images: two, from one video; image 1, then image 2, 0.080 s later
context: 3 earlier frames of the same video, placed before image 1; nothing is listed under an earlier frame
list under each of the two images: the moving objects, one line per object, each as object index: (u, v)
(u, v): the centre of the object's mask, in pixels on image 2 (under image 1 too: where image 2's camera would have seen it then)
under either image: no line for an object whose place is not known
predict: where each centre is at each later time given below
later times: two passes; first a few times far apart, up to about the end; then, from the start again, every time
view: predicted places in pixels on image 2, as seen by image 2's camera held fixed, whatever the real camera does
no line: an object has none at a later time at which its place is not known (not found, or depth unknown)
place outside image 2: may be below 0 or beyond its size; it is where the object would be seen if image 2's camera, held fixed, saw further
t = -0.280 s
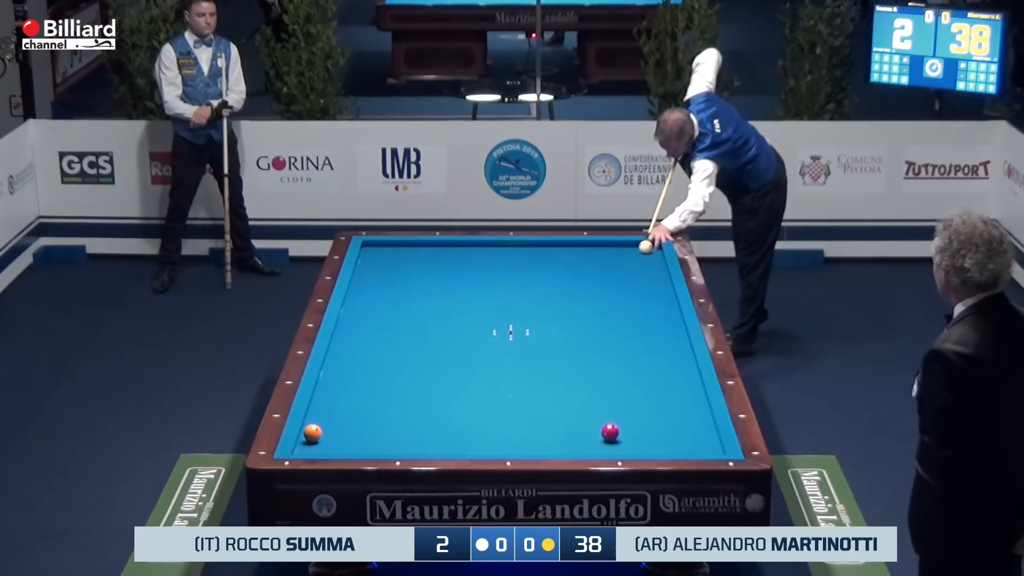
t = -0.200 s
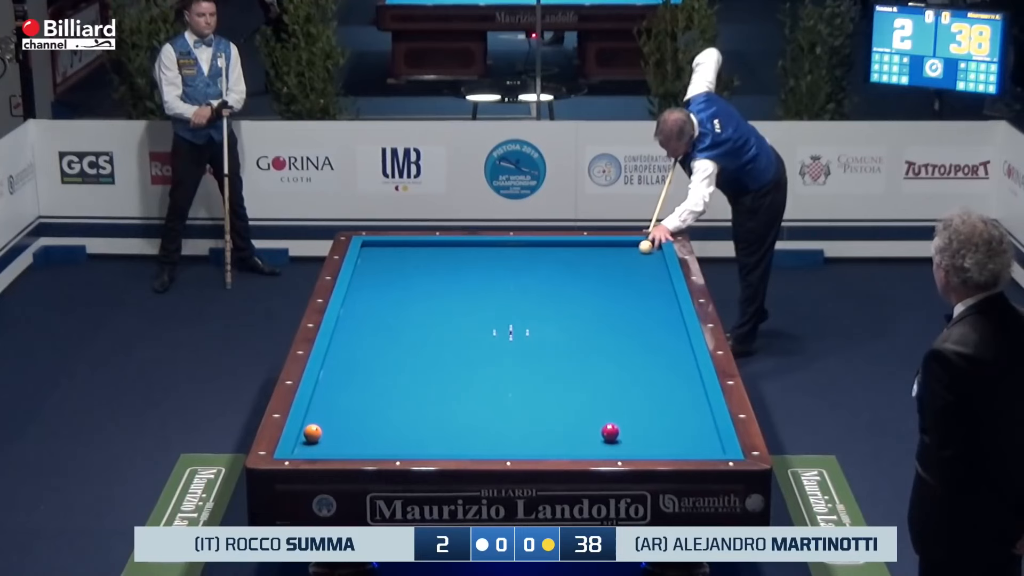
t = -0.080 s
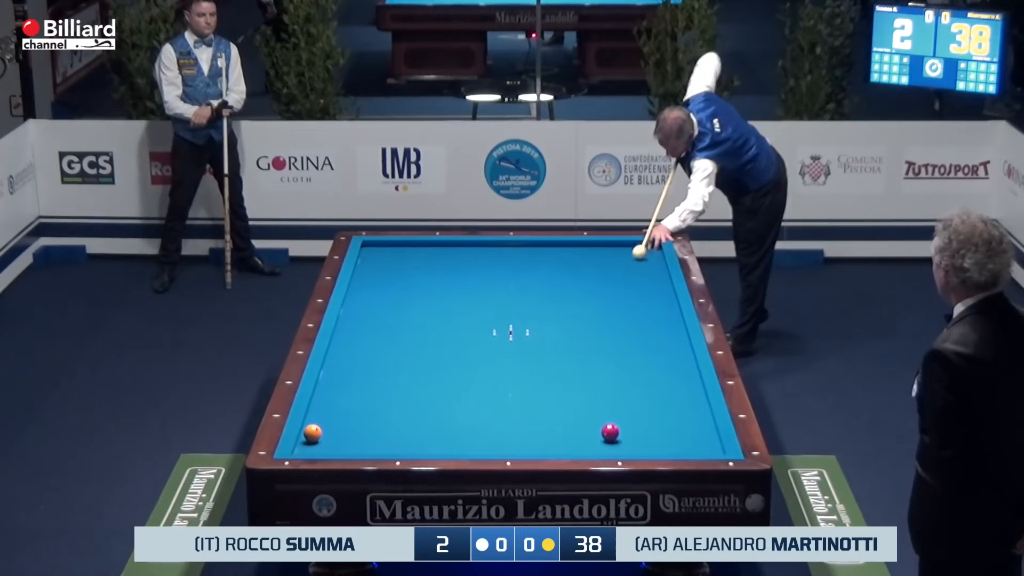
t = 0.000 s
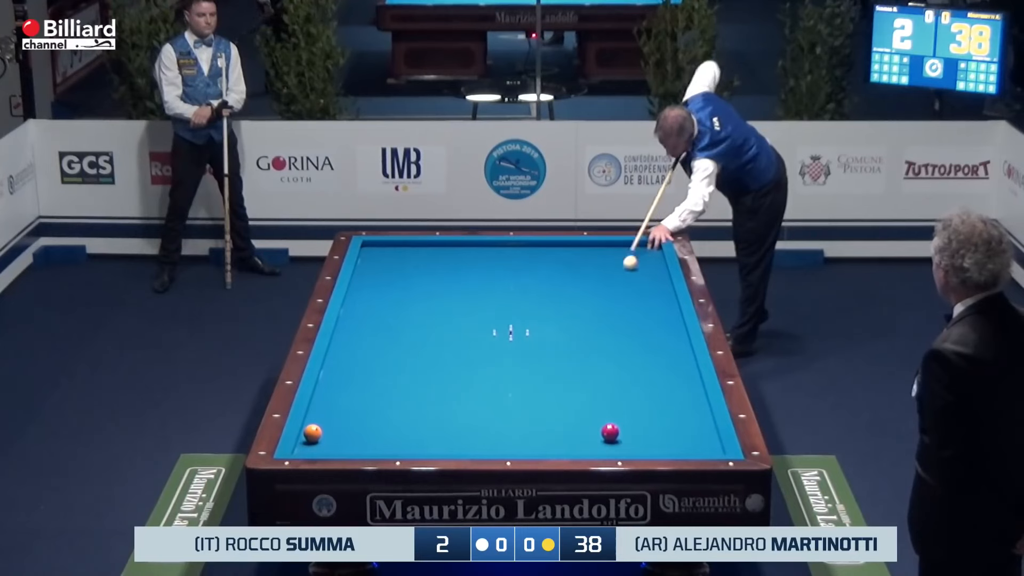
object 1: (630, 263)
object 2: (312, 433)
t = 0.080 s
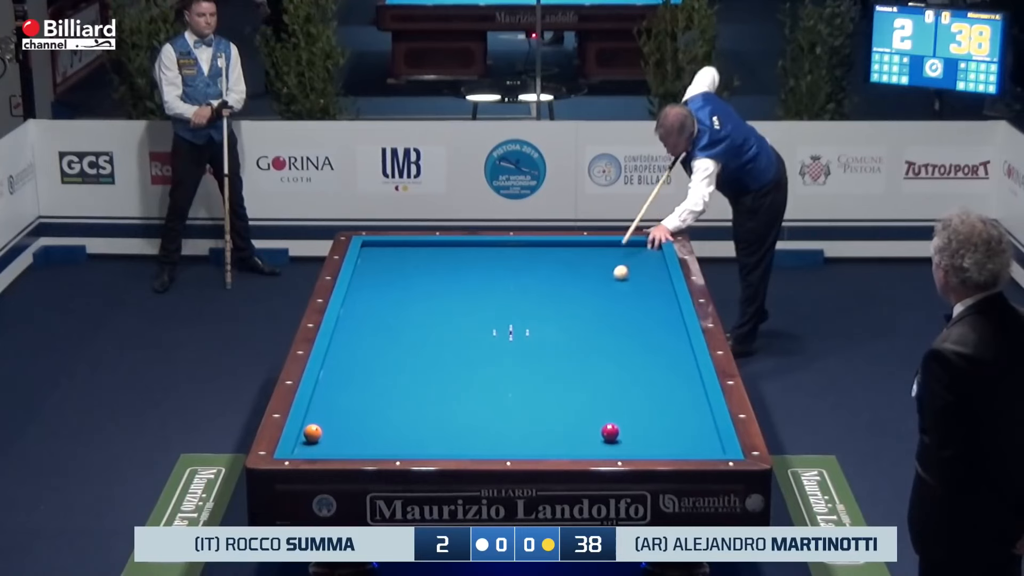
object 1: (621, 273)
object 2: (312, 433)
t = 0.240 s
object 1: (601, 291)
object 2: (312, 433)
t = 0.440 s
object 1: (576, 313)
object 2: (312, 433)
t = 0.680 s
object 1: (545, 336)
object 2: (312, 433)
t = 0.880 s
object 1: (518, 352)
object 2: (312, 433)
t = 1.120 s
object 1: (486, 371)
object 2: (312, 433)
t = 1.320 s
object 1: (457, 388)
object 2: (312, 433)
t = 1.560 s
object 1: (421, 409)
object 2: (312, 433)
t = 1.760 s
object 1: (389, 427)
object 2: (312, 433)
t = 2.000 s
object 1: (349, 448)
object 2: (312, 433)
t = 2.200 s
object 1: (313, 442)
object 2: (312, 429)
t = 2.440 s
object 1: (330, 435)
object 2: (319, 425)
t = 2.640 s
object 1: (351, 431)
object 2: (326, 419)
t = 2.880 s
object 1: (375, 426)
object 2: (333, 411)
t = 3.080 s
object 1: (394, 421)
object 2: (339, 406)
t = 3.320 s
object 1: (417, 416)
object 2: (346, 399)
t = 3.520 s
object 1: (434, 413)
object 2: (351, 393)
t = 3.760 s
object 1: (455, 408)
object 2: (357, 387)
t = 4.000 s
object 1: (475, 403)
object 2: (363, 381)
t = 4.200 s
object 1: (490, 400)
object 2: (368, 376)
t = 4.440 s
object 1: (509, 396)
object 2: (373, 371)
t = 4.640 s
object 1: (523, 392)
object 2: (377, 367)
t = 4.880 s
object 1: (540, 388)
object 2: (382, 362)
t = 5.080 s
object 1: (553, 385)
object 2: (386, 358)
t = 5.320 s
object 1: (569, 382)
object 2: (390, 354)
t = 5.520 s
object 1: (581, 379)
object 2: (394, 350)
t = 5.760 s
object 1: (595, 375)
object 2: (397, 347)
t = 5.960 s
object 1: (606, 373)
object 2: (400, 344)
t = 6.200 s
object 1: (619, 370)
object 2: (404, 340)
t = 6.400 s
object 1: (630, 367)
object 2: (406, 337)
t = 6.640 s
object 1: (641, 364)
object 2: (409, 334)
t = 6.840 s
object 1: (651, 362)
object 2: (412, 332)
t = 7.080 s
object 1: (661, 359)
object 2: (414, 329)
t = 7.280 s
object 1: (670, 357)
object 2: (416, 327)
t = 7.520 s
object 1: (679, 356)
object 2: (418, 325)
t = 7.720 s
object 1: (687, 354)
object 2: (420, 323)
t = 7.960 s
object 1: (681, 352)
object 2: (422, 321)
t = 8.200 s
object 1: (677, 351)
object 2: (424, 319)
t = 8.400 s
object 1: (673, 350)
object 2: (425, 318)
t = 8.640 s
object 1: (669, 349)
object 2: (426, 316)
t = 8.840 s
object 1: (666, 349)
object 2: (428, 315)
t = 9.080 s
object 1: (663, 348)
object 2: (429, 314)
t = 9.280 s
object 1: (661, 347)
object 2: (430, 313)
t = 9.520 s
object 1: (659, 347)
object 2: (431, 312)
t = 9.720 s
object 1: (657, 346)
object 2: (431, 311)
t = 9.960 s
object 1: (656, 346)
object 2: (432, 311)
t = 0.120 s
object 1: (616, 277)
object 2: (312, 433)
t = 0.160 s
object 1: (611, 282)
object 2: (312, 433)
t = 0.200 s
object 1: (606, 287)
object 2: (312, 433)
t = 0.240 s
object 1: (601, 291)
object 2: (312, 433)
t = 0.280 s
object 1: (596, 296)
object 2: (312, 433)
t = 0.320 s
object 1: (591, 300)
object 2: (312, 433)
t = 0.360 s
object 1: (586, 305)
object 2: (312, 433)
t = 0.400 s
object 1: (581, 309)
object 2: (312, 433)
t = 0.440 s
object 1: (576, 313)
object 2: (312, 433)
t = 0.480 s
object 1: (571, 317)
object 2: (312, 433)
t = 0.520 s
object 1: (565, 321)
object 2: (312, 433)
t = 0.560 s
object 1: (560, 325)
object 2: (312, 433)
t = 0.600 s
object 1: (555, 329)
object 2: (312, 433)
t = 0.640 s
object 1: (550, 333)
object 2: (312, 433)
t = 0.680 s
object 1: (545, 336)
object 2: (312, 433)
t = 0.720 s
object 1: (540, 339)
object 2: (312, 433)
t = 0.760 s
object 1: (534, 343)
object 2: (312, 433)
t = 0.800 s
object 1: (529, 346)
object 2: (312, 433)
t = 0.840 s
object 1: (524, 349)
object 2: (312, 433)
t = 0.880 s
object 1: (518, 352)
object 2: (312, 433)
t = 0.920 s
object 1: (513, 355)
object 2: (312, 433)
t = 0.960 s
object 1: (508, 358)
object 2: (312, 433)
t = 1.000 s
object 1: (502, 361)
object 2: (312, 433)
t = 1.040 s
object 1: (497, 364)
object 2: (312, 433)
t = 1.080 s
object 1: (491, 368)
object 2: (312, 433)
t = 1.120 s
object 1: (486, 371)
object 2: (312, 433)
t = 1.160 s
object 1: (480, 374)
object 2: (312, 433)
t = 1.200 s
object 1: (474, 378)
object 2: (312, 433)
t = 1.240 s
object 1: (469, 381)
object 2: (312, 433)
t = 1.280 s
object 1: (463, 385)
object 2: (312, 433)
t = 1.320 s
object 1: (457, 388)
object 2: (312, 433)
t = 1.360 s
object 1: (451, 391)
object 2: (312, 433)
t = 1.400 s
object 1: (445, 395)
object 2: (312, 433)
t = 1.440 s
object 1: (439, 398)
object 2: (312, 433)
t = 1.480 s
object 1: (433, 402)
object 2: (312, 433)
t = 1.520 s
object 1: (427, 405)
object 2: (312, 433)
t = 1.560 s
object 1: (421, 409)
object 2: (312, 433)
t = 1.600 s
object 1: (414, 413)
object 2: (312, 433)
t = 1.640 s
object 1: (408, 417)
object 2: (312, 433)
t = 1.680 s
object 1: (402, 420)
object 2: (312, 433)
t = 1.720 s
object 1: (395, 424)
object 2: (312, 433)
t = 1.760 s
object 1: (389, 427)
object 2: (312, 433)
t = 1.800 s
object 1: (382, 431)
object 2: (312, 433)
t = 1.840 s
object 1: (375, 435)
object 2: (312, 433)
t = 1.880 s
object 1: (369, 439)
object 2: (312, 433)
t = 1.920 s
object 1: (362, 443)
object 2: (312, 433)
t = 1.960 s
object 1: (356, 445)
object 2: (312, 433)
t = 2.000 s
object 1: (349, 448)
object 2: (312, 433)
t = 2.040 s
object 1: (342, 450)
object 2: (312, 433)
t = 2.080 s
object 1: (335, 448)
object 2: (312, 433)
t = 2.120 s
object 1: (327, 446)
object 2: (312, 433)
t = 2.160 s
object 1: (320, 444)
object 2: (312, 432)
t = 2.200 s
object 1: (313, 442)
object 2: (312, 429)
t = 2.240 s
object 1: (306, 440)
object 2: (315, 430)
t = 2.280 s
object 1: (309, 438)
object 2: (316, 428)
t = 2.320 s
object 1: (316, 438)
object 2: (316, 426)
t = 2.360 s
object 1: (321, 437)
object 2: (316, 425)
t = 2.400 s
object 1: (326, 436)
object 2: (317, 426)
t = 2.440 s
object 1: (330, 435)
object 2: (319, 425)
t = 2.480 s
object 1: (334, 435)
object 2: (320, 424)
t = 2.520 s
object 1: (339, 433)
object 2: (322, 423)
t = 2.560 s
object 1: (343, 433)
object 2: (323, 422)
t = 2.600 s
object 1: (347, 432)
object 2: (325, 421)
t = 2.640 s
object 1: (351, 431)
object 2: (326, 419)
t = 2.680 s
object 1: (355, 430)
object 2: (327, 418)
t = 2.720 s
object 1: (359, 429)
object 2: (328, 417)
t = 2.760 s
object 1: (363, 428)
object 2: (330, 415)
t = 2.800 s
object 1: (367, 427)
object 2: (331, 414)
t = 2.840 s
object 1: (371, 426)
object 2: (332, 413)
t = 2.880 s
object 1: (375, 426)
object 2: (333, 411)
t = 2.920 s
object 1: (379, 425)
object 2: (334, 410)
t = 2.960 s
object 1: (383, 424)
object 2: (336, 409)
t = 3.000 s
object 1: (387, 423)
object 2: (337, 408)
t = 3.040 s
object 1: (390, 422)
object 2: (338, 407)
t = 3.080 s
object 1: (394, 421)
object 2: (339, 406)
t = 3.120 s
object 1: (398, 421)
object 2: (340, 405)
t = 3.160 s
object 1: (402, 420)
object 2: (341, 403)
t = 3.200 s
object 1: (406, 419)
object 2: (342, 402)
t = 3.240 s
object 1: (409, 418)
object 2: (344, 401)
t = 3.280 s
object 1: (413, 417)
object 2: (345, 400)
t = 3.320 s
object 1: (417, 416)
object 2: (346, 399)
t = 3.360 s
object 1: (420, 416)
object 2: (347, 398)
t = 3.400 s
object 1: (424, 415)
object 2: (348, 397)
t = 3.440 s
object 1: (427, 414)
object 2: (349, 395)
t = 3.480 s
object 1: (431, 413)
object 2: (350, 394)
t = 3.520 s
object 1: (434, 413)
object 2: (351, 393)
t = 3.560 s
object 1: (438, 412)
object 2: (352, 392)
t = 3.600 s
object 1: (441, 411)
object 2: (353, 391)
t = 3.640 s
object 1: (445, 410)
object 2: (354, 390)
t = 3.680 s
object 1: (448, 409)
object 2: (355, 389)
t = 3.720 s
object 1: (452, 408)
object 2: (356, 388)
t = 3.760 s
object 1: (455, 408)
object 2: (357, 387)
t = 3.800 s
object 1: (458, 407)
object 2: (358, 386)
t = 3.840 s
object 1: (462, 406)
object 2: (359, 385)
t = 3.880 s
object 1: (465, 406)
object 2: (360, 384)
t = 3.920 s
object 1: (468, 405)
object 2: (361, 383)
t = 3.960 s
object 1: (471, 404)
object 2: (362, 382)
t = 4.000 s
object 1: (475, 403)
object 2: (363, 381)
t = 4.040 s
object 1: (478, 403)
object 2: (364, 380)
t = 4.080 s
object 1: (481, 402)
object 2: (365, 379)
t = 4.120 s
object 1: (484, 401)
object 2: (366, 378)
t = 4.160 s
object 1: (487, 401)
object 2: (367, 378)
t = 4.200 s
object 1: (490, 400)
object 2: (368, 376)
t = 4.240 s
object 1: (494, 399)
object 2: (368, 376)
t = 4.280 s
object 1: (496, 398)
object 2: (369, 375)
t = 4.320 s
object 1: (500, 398)
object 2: (370, 374)
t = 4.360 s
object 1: (502, 397)
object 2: (371, 373)
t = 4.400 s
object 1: (506, 396)
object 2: (372, 372)
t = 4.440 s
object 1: (509, 396)
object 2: (373, 371)
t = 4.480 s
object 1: (512, 395)
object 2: (374, 370)
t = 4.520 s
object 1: (514, 394)
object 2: (375, 369)
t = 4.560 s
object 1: (517, 394)
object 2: (375, 369)
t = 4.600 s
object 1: (520, 393)
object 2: (376, 368)
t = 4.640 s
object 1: (523, 392)
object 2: (377, 367)
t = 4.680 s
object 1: (526, 392)
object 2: (378, 366)
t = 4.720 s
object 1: (529, 391)
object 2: (378, 365)
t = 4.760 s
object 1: (532, 391)
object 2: (379, 365)
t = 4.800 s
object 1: (534, 390)
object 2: (380, 364)
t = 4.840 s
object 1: (537, 389)
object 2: (381, 363)
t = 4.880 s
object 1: (540, 388)
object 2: (382, 362)
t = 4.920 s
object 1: (543, 388)
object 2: (382, 361)
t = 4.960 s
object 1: (545, 387)
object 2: (383, 361)
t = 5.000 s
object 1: (548, 387)
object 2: (384, 360)
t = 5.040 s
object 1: (550, 386)
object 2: (385, 359)
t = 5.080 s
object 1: (553, 385)
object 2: (386, 358)
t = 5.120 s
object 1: (556, 385)
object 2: (386, 358)
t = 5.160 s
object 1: (559, 384)
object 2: (387, 357)
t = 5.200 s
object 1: (561, 383)
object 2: (388, 356)
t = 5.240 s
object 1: (564, 383)
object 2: (389, 355)
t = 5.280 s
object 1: (566, 382)
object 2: (389, 355)
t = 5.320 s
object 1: (569, 382)
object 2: (390, 354)
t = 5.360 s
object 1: (571, 381)
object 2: (391, 353)
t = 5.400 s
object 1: (574, 380)
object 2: (391, 353)
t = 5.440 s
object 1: (576, 380)
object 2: (392, 352)
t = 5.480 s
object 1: (579, 379)
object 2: (393, 351)
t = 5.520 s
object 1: (581, 379)
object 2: (394, 350)
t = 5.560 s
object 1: (583, 378)
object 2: (394, 350)
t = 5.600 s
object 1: (586, 378)
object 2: (395, 349)
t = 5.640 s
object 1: (588, 377)
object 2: (396, 349)
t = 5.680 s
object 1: (591, 376)
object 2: (396, 348)
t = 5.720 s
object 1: (593, 376)
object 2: (397, 347)
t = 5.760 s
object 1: (595, 375)
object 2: (397, 347)
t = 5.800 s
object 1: (597, 375)
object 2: (398, 346)
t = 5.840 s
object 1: (600, 374)
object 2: (399, 345)
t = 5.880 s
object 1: (602, 374)
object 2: (399, 345)
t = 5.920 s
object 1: (604, 373)
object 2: (400, 344)
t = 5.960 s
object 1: (606, 373)
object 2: (400, 344)
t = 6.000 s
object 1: (609, 372)
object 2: (401, 343)
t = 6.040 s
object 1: (611, 372)
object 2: (402, 342)
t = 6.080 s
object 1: (613, 371)
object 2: (402, 342)
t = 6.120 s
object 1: (615, 370)
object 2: (403, 341)
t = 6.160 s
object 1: (617, 370)
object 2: (403, 341)
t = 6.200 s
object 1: (619, 370)
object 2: (404, 340)
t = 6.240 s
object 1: (621, 369)
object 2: (404, 340)
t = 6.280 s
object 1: (624, 369)
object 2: (405, 339)
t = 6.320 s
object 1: (626, 368)
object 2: (405, 339)
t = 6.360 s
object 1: (628, 367)
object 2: (406, 338)
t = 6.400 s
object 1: (630, 367)
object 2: (406, 337)
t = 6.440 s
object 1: (632, 367)
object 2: (407, 337)
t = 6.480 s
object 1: (634, 366)
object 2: (407, 336)
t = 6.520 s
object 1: (635, 366)
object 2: (408, 336)
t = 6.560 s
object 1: (637, 365)
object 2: (408, 335)
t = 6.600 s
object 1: (639, 365)
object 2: (409, 335)
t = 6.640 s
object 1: (641, 364)
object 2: (409, 334)
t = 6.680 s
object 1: (643, 364)
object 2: (410, 334)
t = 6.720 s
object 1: (645, 363)
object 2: (410, 333)
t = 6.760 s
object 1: (647, 363)
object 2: (411, 333)
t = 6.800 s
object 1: (649, 362)
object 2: (411, 332)
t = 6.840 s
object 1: (651, 362)
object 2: (412, 332)
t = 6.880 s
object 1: (653, 361)
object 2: (412, 331)
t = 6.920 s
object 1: (654, 361)
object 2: (413, 331)
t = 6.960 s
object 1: (656, 361)
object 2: (413, 331)
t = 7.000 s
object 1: (658, 360)
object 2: (413, 330)
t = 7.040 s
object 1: (659, 360)
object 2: (414, 330)
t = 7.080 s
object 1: (661, 359)
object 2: (414, 329)
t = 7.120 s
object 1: (663, 359)
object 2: (414, 329)
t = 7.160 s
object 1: (665, 359)
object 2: (415, 328)
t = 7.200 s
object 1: (666, 358)
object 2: (415, 328)
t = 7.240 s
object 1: (668, 358)
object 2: (415, 328)
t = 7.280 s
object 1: (670, 357)
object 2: (416, 327)
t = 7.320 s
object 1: (671, 357)
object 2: (416, 327)
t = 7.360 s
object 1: (673, 357)
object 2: (417, 326)
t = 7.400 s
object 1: (675, 356)
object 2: (417, 326)
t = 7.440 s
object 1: (676, 356)
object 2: (417, 326)
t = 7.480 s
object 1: (678, 356)
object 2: (418, 325)
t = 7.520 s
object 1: (679, 356)
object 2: (418, 325)
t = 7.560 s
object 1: (681, 355)
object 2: (418, 325)
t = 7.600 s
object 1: (682, 355)
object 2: (419, 324)
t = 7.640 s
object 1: (684, 354)
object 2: (419, 324)
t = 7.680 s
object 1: (685, 354)
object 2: (419, 323)
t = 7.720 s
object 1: (687, 354)
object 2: (420, 323)
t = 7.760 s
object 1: (686, 353)
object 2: (420, 323)
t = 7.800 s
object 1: (685, 353)
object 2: (420, 322)
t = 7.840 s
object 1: (684, 353)
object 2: (421, 322)
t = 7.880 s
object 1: (683, 353)
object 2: (421, 322)
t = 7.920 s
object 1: (683, 353)
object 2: (421, 321)
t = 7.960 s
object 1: (681, 352)
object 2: (422, 321)
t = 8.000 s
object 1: (681, 352)
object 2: (422, 321)
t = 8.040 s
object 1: (680, 352)
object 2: (422, 320)
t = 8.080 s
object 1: (679, 352)
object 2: (423, 320)
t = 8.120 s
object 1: (678, 351)
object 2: (423, 320)
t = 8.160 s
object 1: (677, 351)
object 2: (423, 320)
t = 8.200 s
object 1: (677, 351)
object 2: (424, 319)
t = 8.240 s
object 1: (676, 351)
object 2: (424, 319)
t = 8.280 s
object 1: (675, 351)
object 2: (424, 319)
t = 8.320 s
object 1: (674, 350)
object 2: (425, 318)
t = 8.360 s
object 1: (673, 350)
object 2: (425, 318)
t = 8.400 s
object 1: (673, 350)
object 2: (425, 318)
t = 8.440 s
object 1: (672, 350)
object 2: (425, 318)
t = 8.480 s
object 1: (672, 350)
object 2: (426, 317)
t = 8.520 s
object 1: (671, 350)
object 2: (426, 317)
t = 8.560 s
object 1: (670, 350)
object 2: (426, 317)
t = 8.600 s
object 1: (670, 349)
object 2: (426, 316)
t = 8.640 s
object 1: (669, 349)
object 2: (426, 316)
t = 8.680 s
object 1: (668, 349)
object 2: (427, 316)
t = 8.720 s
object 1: (668, 349)
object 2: (427, 316)
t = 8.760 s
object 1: (667, 349)
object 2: (427, 316)
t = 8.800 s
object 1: (667, 349)
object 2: (427, 315)
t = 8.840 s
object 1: (666, 349)
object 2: (428, 315)
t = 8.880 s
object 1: (666, 348)
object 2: (428, 315)
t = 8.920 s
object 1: (665, 348)
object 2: (428, 315)
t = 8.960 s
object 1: (665, 348)
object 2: (428, 315)
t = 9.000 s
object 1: (664, 348)
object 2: (428, 314)
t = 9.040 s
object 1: (664, 348)
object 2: (429, 314)
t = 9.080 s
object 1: (663, 348)
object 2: (429, 314)
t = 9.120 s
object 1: (663, 348)
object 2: (429, 314)
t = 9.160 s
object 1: (662, 348)
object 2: (429, 313)
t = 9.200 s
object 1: (662, 348)
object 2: (429, 313)
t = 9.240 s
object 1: (661, 347)
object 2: (429, 313)
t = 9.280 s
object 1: (661, 347)
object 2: (430, 313)
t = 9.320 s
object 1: (661, 347)
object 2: (430, 313)
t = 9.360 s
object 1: (660, 347)
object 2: (430, 313)
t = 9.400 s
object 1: (660, 347)
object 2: (430, 312)
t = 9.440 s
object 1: (659, 347)
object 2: (430, 312)
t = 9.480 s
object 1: (659, 347)
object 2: (430, 312)
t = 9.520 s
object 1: (659, 347)
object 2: (431, 312)
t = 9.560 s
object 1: (659, 347)
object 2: (431, 312)
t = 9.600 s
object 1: (658, 347)
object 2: (431, 312)
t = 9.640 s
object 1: (658, 347)
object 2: (431, 312)
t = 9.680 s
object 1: (658, 346)
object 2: (431, 311)
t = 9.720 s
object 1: (657, 346)
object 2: (431, 311)
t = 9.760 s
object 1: (657, 346)
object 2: (432, 311)
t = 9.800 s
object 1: (657, 346)
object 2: (432, 311)
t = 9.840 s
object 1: (657, 346)
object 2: (432, 311)
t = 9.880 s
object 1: (657, 346)
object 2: (432, 311)
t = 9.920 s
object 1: (657, 346)
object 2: (432, 311)
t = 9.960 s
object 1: (656, 346)
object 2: (432, 311)
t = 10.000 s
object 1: (656, 346)
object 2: (433, 311)
